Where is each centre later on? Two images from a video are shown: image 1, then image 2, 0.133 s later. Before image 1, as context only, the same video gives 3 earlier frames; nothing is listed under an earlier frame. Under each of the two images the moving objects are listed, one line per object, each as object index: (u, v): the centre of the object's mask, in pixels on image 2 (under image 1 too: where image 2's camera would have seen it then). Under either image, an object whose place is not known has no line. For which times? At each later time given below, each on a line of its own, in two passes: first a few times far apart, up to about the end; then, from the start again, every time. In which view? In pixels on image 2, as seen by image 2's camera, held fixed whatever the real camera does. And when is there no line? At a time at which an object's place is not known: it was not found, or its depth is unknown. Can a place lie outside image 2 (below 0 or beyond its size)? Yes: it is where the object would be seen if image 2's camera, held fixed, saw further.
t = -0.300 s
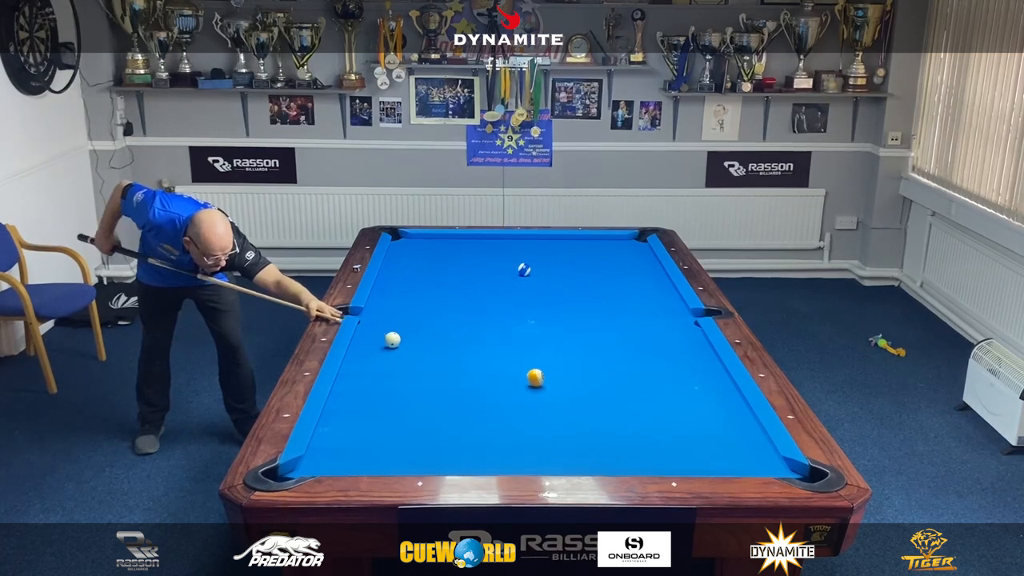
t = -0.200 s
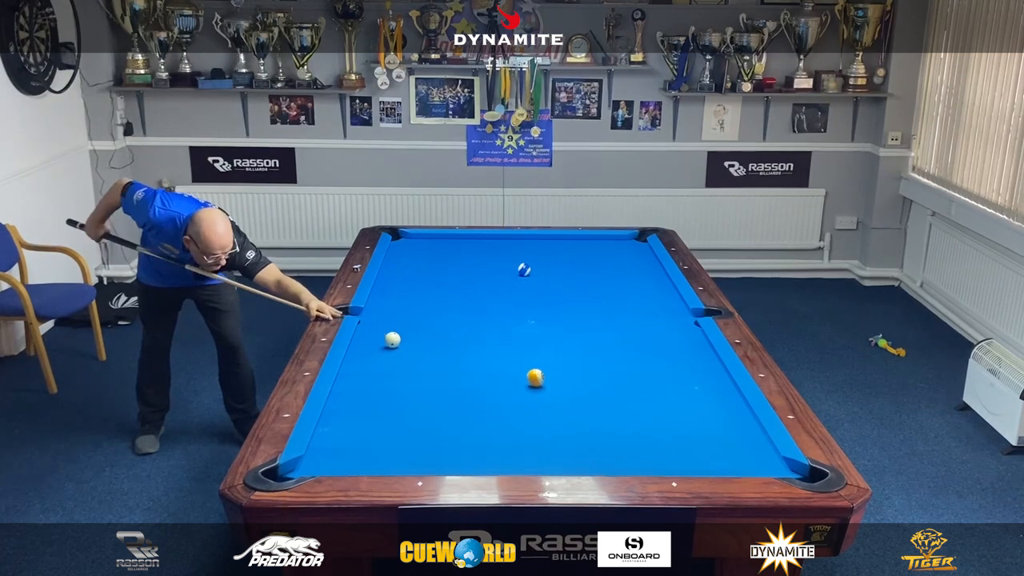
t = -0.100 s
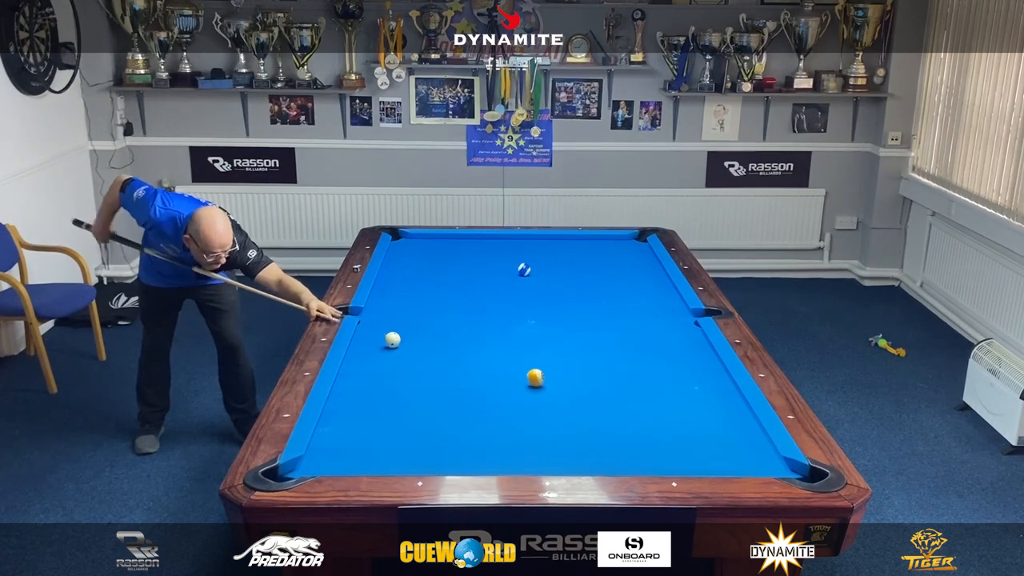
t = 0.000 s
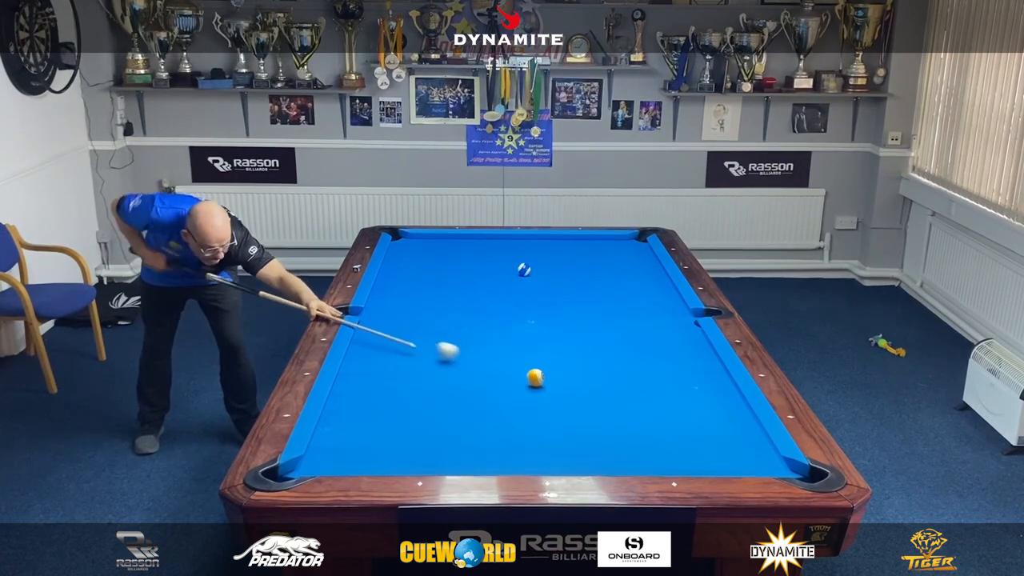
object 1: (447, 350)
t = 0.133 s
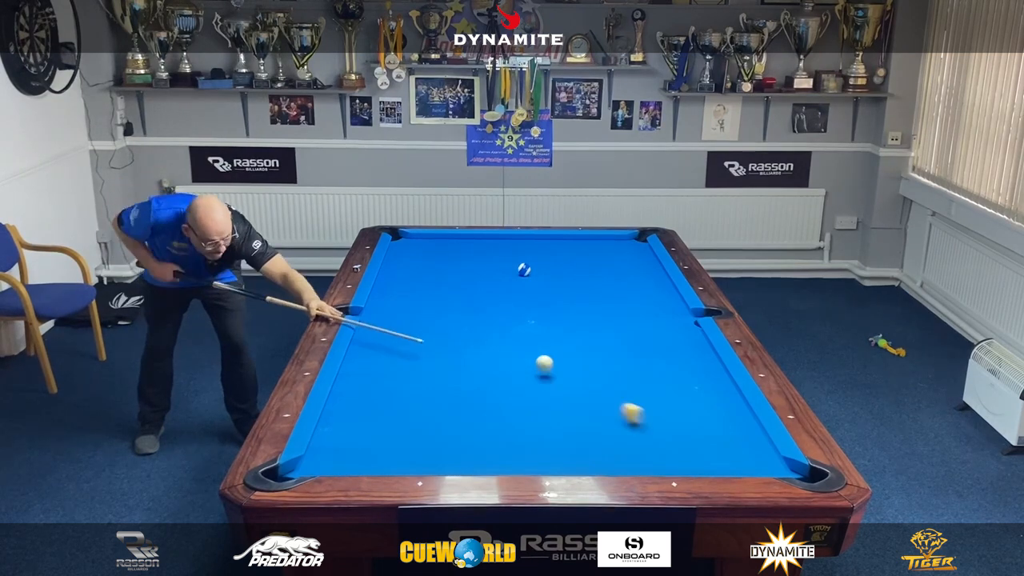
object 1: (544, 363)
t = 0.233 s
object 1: (573, 362)
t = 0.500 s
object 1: (662, 356)
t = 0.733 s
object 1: (679, 361)
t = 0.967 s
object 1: (630, 374)
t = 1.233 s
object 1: (593, 391)
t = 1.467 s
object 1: (559, 408)
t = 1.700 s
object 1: (523, 426)
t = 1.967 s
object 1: (479, 447)
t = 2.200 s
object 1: (438, 462)
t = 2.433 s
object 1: (391, 456)
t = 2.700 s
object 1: (341, 446)
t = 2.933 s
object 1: (334, 436)
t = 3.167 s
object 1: (357, 425)
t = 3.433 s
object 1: (381, 414)
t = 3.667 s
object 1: (399, 405)
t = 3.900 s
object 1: (416, 398)
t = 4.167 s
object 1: (434, 390)
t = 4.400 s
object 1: (448, 384)
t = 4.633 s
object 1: (461, 378)
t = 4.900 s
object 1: (474, 372)
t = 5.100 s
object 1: (483, 368)
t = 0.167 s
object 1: (553, 365)
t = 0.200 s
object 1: (563, 362)
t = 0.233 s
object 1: (573, 362)
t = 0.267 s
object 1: (583, 361)
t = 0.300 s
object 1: (593, 360)
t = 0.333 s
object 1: (603, 359)
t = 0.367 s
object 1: (614, 358)
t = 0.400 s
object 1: (625, 357)
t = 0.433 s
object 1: (637, 356)
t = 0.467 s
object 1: (649, 356)
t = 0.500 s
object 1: (662, 356)
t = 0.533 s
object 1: (674, 356)
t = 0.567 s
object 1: (688, 356)
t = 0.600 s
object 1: (702, 356)
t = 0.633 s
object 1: (708, 356)
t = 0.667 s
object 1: (698, 358)
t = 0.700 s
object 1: (688, 359)
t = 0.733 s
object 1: (679, 361)
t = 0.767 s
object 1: (670, 362)
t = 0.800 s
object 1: (662, 364)
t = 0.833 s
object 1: (654, 366)
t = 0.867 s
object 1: (648, 367)
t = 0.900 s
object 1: (641, 370)
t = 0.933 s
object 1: (636, 372)
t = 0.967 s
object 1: (630, 374)
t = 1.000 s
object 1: (626, 376)
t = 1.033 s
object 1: (621, 378)
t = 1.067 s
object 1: (617, 380)
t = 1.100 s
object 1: (612, 382)
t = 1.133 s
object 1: (607, 385)
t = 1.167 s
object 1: (603, 387)
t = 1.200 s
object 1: (598, 389)
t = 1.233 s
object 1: (593, 391)
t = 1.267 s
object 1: (588, 394)
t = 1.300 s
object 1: (584, 396)
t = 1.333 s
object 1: (579, 399)
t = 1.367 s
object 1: (573, 401)
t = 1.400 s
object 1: (569, 403)
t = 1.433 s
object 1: (564, 406)
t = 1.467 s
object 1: (559, 408)
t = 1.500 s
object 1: (554, 410)
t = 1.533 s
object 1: (549, 413)
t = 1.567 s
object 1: (544, 416)
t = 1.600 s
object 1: (538, 418)
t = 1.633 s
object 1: (533, 421)
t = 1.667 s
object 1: (528, 423)
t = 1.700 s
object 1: (523, 426)
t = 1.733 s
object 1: (517, 428)
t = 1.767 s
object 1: (512, 431)
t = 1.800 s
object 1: (507, 434)
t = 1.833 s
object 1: (501, 436)
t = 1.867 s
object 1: (496, 439)
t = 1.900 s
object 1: (490, 442)
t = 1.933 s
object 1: (484, 445)
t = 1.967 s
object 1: (479, 447)
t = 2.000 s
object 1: (473, 450)
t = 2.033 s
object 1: (467, 453)
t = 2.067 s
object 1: (462, 456)
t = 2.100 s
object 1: (456, 457)
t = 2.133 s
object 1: (450, 459)
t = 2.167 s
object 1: (444, 461)
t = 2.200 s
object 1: (438, 462)
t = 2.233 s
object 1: (431, 461)
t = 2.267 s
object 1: (424, 460)
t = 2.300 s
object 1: (417, 459)
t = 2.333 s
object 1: (410, 458)
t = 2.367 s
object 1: (404, 457)
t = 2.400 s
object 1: (397, 456)
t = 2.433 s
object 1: (391, 456)
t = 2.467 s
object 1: (384, 454)
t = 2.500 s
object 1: (378, 453)
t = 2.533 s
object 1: (372, 452)
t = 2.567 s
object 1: (365, 451)
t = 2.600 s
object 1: (359, 450)
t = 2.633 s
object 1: (353, 448)
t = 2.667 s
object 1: (346, 447)
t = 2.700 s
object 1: (341, 446)
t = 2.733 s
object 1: (334, 445)
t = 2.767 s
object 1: (329, 443)
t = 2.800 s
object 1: (323, 442)
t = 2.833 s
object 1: (322, 441)
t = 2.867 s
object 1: (326, 439)
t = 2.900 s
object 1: (330, 438)
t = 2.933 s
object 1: (334, 436)
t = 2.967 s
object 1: (337, 434)
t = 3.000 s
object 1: (341, 433)
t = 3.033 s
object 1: (344, 431)
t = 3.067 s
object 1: (347, 429)
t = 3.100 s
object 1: (351, 428)
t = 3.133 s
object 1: (354, 427)
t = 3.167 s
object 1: (357, 425)
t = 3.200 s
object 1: (360, 424)
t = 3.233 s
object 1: (363, 422)
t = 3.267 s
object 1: (366, 421)
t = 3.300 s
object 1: (369, 420)
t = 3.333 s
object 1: (372, 418)
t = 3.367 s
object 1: (375, 417)
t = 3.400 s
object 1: (378, 415)
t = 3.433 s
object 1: (381, 414)
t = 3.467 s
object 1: (383, 413)
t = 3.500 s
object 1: (386, 411)
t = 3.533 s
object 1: (389, 410)
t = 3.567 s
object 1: (392, 409)
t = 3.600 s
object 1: (394, 408)
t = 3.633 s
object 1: (397, 407)
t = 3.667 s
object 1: (399, 405)
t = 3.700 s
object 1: (402, 404)
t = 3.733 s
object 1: (405, 403)
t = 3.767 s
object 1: (407, 402)
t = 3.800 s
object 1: (410, 401)
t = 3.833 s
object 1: (412, 400)
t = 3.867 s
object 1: (414, 399)
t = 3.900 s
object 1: (416, 398)
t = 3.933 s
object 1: (419, 397)
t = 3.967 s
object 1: (421, 396)
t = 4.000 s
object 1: (424, 395)
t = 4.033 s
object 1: (426, 394)
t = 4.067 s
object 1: (428, 393)
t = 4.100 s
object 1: (430, 392)
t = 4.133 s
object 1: (432, 391)
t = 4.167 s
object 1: (434, 390)
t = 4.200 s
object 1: (436, 389)
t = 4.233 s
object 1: (439, 388)
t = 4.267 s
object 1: (441, 387)
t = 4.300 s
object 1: (442, 386)
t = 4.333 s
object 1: (444, 386)
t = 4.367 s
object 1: (446, 384)
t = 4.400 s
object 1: (448, 384)
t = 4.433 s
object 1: (450, 383)
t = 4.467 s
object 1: (452, 382)
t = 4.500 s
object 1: (454, 381)
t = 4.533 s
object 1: (456, 380)
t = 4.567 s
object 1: (457, 379)
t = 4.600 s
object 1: (459, 379)
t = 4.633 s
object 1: (461, 378)
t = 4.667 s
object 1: (463, 377)
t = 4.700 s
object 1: (464, 376)
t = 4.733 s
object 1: (466, 376)
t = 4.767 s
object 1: (467, 375)
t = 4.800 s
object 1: (469, 374)
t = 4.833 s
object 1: (471, 374)
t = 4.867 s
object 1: (472, 373)
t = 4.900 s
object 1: (474, 372)
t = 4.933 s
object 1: (475, 372)
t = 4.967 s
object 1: (477, 371)
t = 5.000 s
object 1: (478, 370)
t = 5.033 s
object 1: (480, 370)
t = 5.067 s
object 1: (481, 369)
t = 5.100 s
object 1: (483, 368)
